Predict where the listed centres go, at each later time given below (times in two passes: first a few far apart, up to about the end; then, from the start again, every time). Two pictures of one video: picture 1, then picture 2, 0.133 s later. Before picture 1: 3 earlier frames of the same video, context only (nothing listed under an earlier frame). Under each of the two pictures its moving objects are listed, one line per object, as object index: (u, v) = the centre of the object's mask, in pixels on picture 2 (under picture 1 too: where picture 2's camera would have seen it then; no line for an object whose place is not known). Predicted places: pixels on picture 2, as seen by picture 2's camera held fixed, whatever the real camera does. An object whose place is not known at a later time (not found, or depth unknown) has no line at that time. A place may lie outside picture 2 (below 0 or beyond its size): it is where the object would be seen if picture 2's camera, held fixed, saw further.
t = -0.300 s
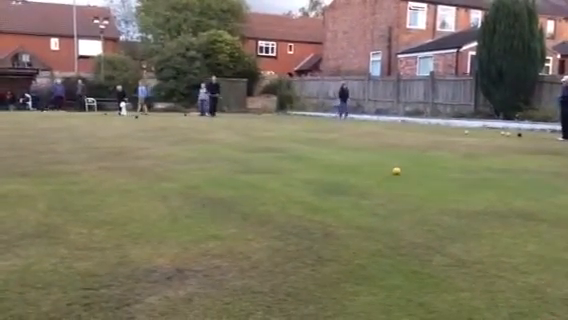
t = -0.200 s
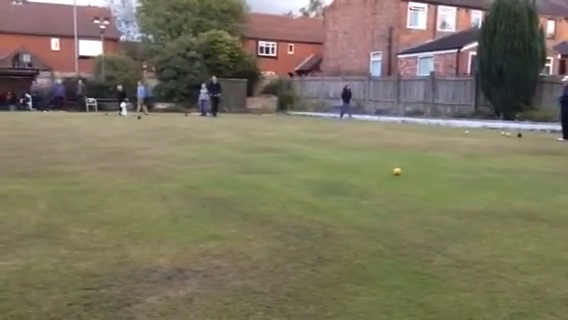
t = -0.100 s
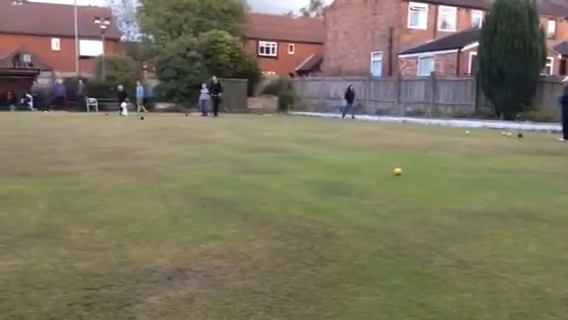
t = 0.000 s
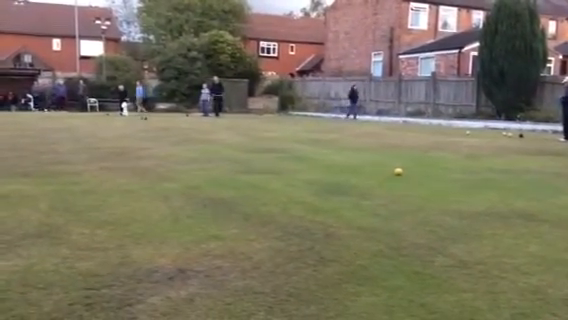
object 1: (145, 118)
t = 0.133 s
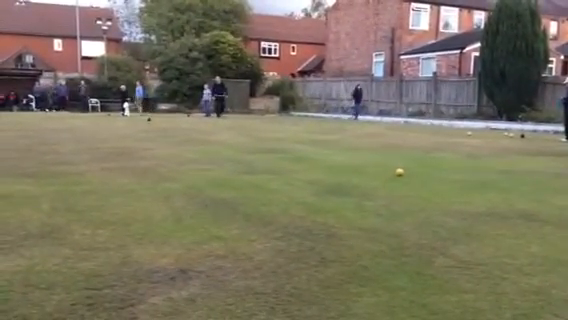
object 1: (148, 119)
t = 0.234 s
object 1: (150, 120)
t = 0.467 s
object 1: (156, 121)
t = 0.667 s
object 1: (159, 122)
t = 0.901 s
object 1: (165, 124)
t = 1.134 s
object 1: (171, 125)
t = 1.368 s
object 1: (176, 127)
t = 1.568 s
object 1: (183, 128)
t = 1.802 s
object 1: (191, 130)
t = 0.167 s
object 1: (148, 119)
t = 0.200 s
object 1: (150, 119)
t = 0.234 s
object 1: (150, 120)
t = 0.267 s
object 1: (150, 120)
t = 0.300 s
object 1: (152, 121)
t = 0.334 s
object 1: (152, 121)
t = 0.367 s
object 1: (153, 121)
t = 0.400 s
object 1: (154, 121)
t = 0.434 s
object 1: (156, 121)
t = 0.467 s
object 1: (156, 121)
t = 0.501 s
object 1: (157, 122)
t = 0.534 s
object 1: (158, 122)
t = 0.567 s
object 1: (158, 122)
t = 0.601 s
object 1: (159, 122)
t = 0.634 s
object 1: (159, 122)
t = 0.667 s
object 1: (159, 122)
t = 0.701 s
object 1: (159, 122)
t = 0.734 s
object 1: (161, 122)
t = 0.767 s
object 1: (161, 122)
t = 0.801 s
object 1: (162, 122)
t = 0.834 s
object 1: (162, 123)
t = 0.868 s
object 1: (163, 123)
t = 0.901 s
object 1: (165, 124)
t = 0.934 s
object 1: (167, 124)
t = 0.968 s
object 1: (167, 124)
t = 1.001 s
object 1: (168, 125)
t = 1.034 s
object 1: (169, 125)
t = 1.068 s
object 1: (170, 125)
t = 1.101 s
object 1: (171, 125)
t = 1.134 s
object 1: (171, 125)
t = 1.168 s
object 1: (172, 125)
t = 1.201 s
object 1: (173, 125)
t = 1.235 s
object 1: (174, 126)
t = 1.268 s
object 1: (175, 126)
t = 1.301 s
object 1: (175, 126)
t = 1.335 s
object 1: (176, 127)
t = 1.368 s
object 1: (176, 127)
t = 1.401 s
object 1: (178, 127)
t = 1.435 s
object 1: (180, 127)
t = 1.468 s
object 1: (180, 127)
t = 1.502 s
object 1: (182, 128)
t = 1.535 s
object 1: (182, 128)
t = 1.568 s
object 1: (183, 128)
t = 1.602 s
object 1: (185, 129)
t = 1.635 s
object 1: (186, 129)
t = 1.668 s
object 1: (187, 129)
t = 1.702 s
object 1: (187, 129)
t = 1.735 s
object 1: (188, 129)
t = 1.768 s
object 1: (190, 130)
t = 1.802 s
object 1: (191, 130)
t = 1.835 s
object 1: (192, 129)
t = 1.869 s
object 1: (193, 130)
